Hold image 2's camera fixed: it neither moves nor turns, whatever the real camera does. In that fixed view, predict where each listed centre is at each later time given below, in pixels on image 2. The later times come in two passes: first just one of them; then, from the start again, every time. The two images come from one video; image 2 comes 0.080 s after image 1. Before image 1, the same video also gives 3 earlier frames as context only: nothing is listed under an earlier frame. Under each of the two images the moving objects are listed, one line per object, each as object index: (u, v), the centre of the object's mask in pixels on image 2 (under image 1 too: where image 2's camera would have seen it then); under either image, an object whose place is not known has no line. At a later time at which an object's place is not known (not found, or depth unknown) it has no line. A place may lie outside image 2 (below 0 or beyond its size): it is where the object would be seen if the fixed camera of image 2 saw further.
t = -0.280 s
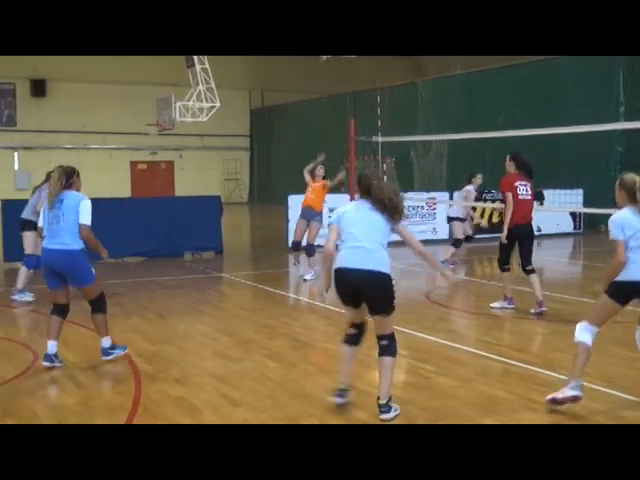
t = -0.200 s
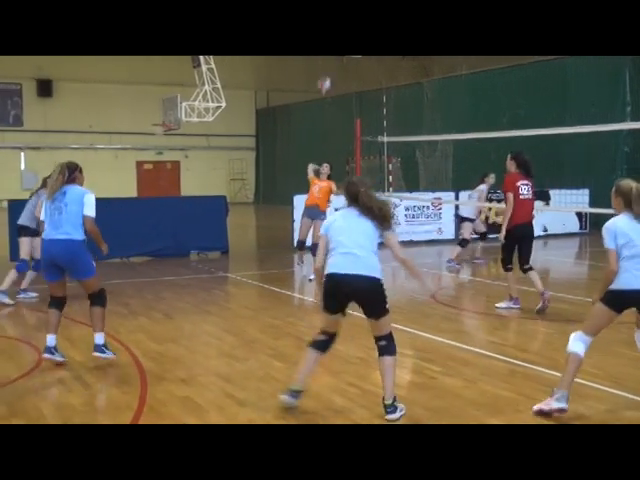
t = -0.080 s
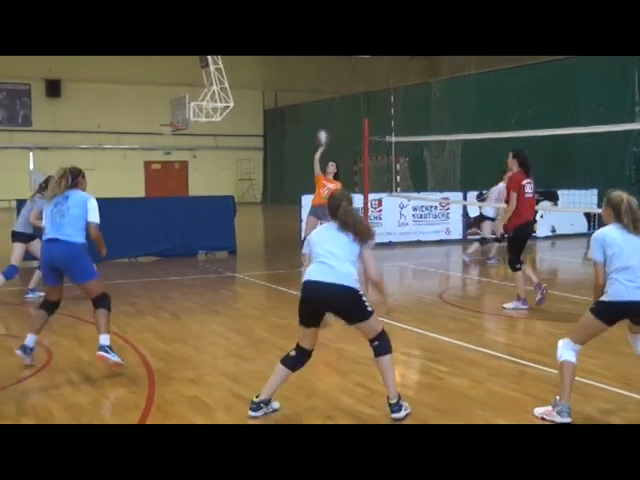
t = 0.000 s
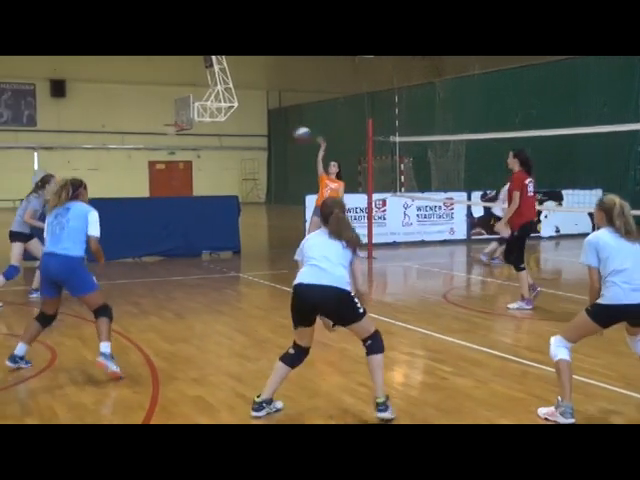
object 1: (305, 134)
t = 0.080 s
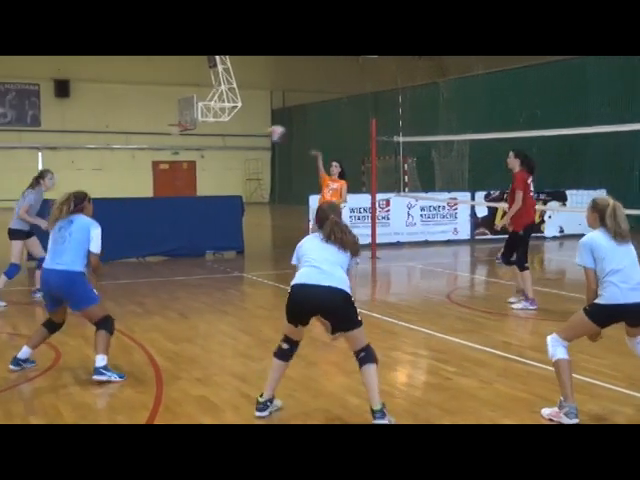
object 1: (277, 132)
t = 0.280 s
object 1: (173, 157)
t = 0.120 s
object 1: (259, 133)
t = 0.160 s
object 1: (240, 137)
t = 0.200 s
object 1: (220, 141)
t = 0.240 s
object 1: (198, 149)
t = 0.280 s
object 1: (173, 157)
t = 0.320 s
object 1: (145, 169)
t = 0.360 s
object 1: (117, 185)
